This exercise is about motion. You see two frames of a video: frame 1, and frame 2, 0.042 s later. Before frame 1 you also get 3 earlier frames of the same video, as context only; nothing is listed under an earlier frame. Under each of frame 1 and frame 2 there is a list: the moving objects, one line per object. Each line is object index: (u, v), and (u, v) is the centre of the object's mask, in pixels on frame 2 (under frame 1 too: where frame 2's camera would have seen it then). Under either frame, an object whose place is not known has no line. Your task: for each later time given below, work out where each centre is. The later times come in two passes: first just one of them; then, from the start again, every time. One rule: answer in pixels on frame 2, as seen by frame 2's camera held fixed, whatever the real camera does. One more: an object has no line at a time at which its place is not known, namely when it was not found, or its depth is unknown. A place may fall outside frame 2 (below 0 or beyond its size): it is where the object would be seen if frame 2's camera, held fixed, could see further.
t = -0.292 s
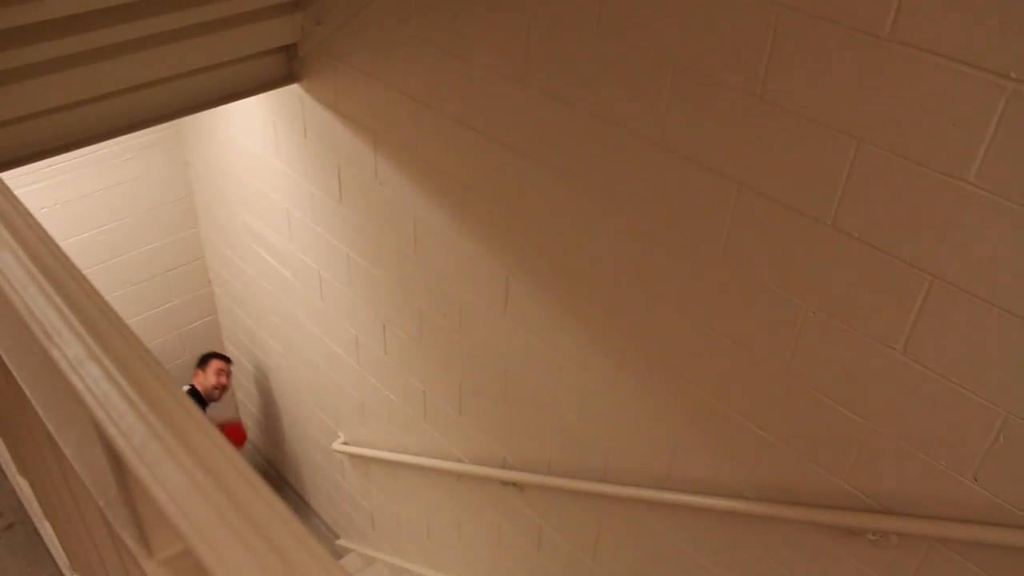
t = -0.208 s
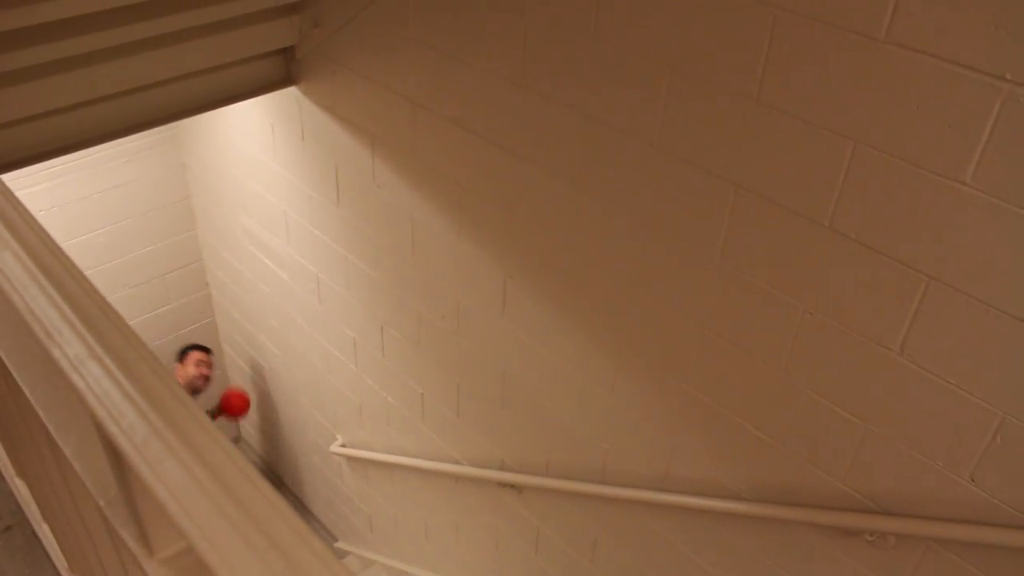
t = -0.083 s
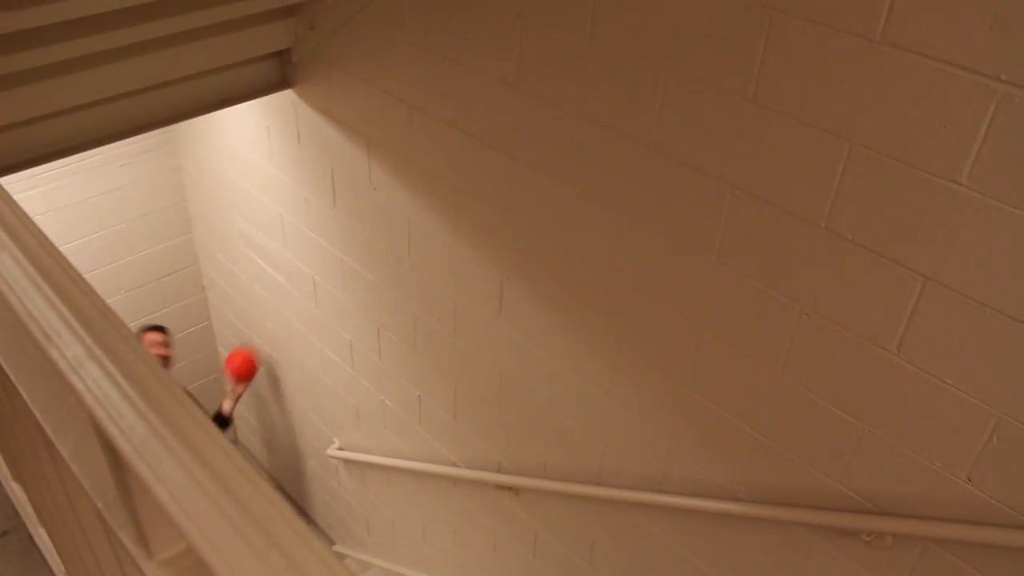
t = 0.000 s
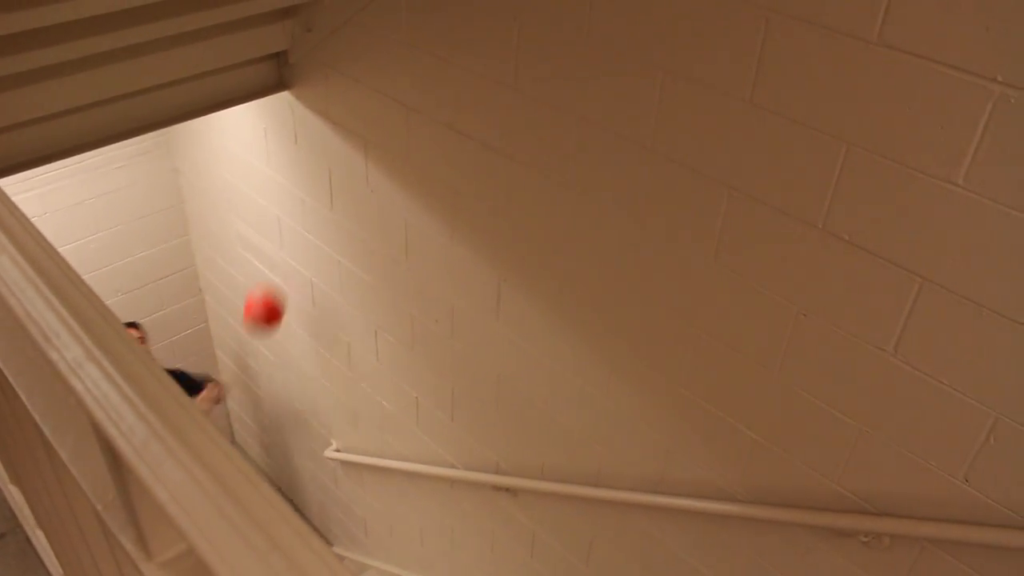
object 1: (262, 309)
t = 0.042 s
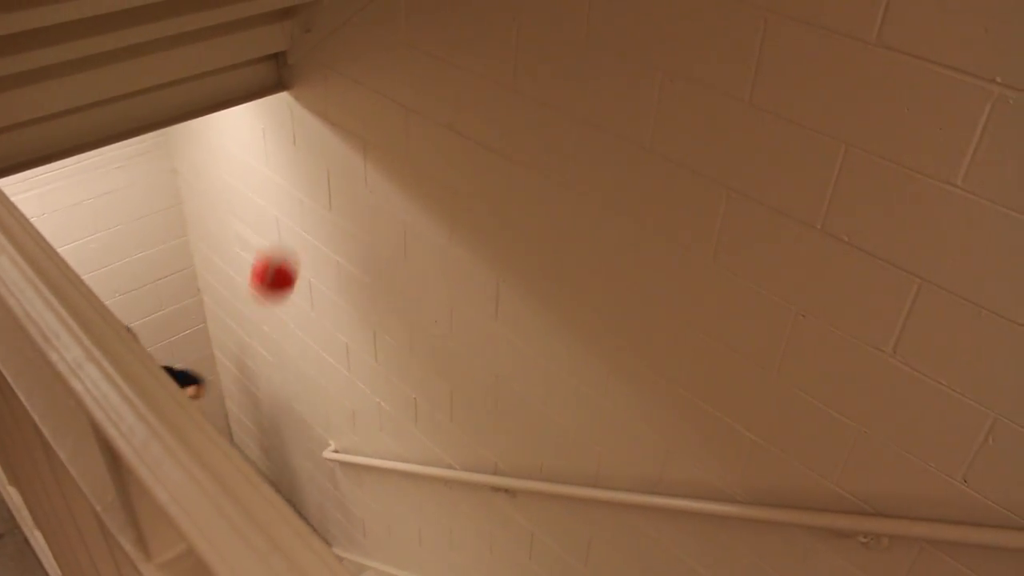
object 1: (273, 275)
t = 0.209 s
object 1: (362, 36)
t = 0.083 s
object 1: (289, 231)
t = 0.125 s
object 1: (307, 178)
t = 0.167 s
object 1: (333, 103)
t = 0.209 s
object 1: (362, 36)
